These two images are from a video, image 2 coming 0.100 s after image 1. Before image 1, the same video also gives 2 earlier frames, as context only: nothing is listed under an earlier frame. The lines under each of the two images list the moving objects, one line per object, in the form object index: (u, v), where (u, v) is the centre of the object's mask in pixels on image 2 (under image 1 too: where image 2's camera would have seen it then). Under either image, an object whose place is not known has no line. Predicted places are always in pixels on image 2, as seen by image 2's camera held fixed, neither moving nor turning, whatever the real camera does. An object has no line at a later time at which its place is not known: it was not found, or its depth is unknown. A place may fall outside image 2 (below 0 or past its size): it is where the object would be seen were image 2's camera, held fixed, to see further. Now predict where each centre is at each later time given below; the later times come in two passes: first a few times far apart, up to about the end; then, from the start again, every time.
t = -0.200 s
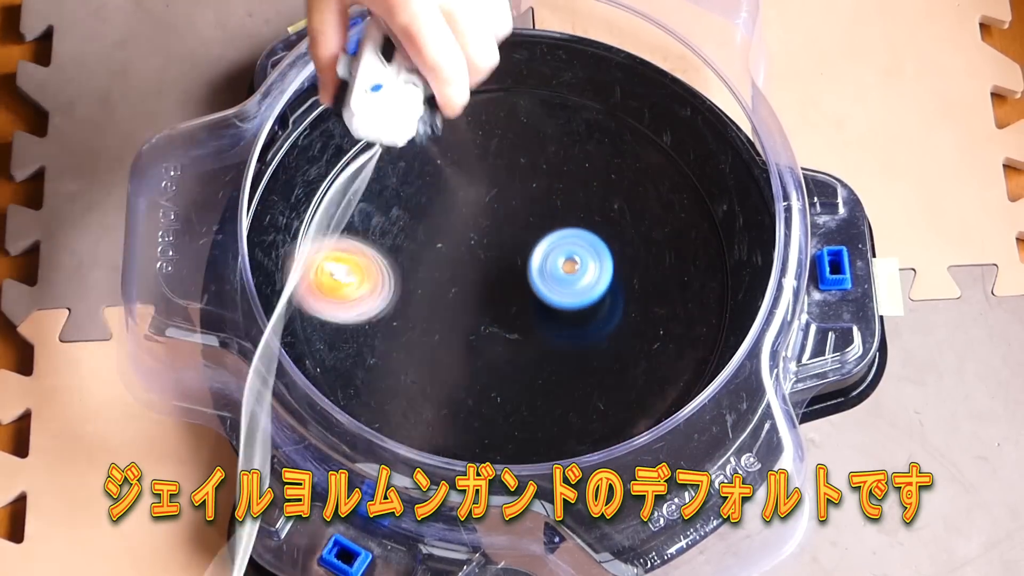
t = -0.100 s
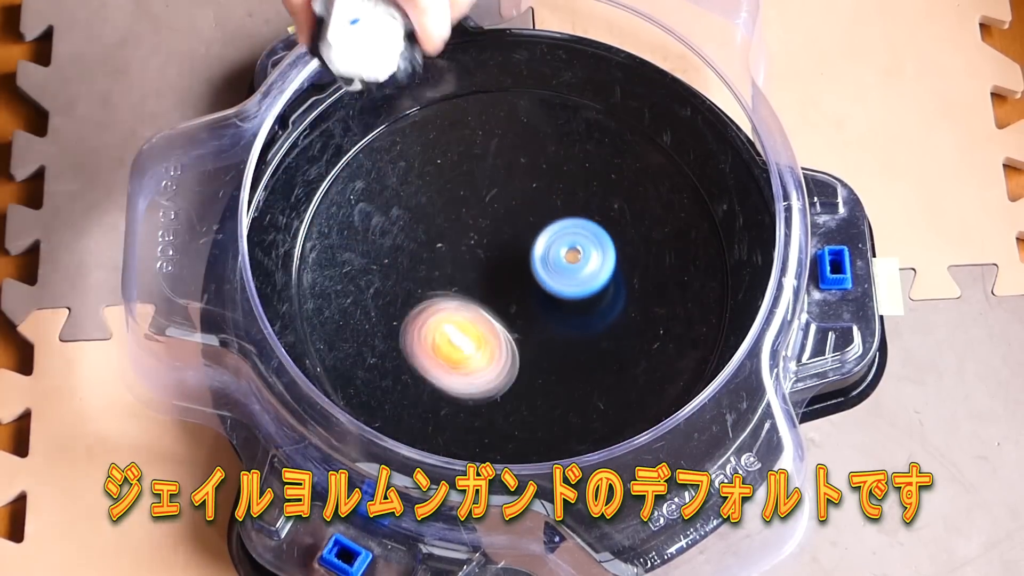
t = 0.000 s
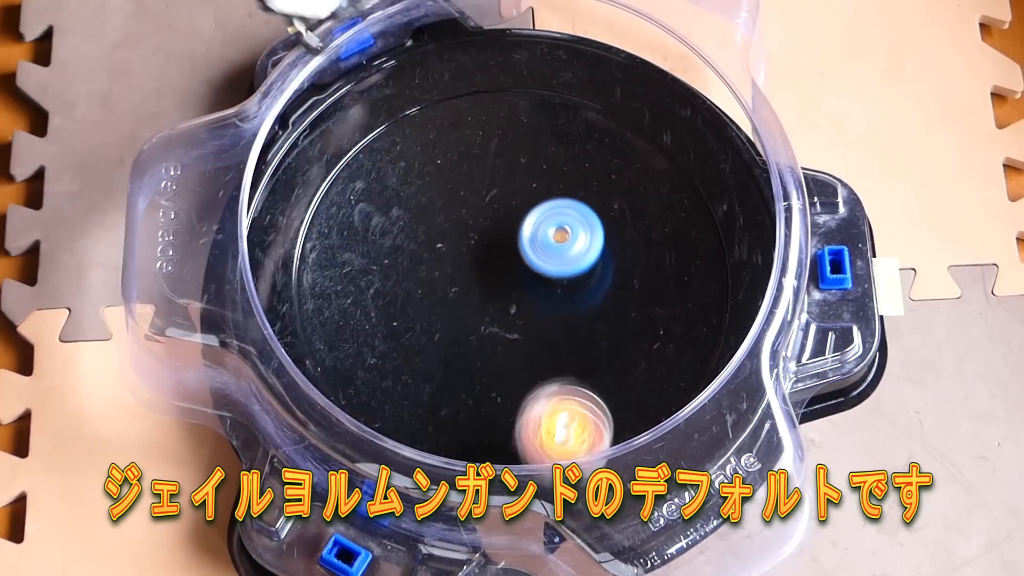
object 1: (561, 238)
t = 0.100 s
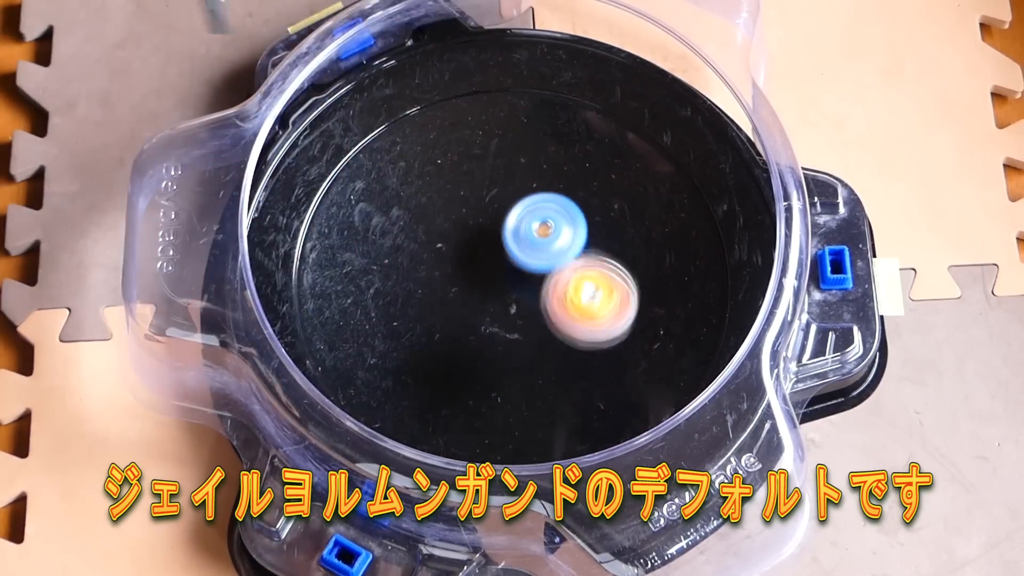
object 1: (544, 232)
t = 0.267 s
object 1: (416, 228)
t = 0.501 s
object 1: (327, 292)
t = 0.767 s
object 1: (482, 384)
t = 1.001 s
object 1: (614, 275)
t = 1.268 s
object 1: (526, 181)
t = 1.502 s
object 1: (538, 304)
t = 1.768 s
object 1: (525, 266)
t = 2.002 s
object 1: (485, 276)
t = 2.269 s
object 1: (517, 284)
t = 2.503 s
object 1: (515, 290)
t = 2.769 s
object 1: (532, 272)
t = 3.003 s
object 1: (528, 249)
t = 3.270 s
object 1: (437, 69)
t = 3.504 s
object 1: (402, 127)
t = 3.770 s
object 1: (429, 160)
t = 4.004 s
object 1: (467, 164)
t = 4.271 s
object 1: (506, 244)
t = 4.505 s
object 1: (592, 240)
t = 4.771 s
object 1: (637, 259)
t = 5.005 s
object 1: (636, 270)
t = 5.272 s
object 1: (604, 306)
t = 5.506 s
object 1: (554, 303)
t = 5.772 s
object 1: (416, 375)
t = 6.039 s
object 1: (429, 158)
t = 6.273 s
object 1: (585, 195)
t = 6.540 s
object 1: (626, 219)
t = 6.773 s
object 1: (610, 229)
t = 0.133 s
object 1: (533, 234)
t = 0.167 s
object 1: (525, 243)
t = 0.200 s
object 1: (489, 239)
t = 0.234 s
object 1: (451, 232)
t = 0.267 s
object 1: (416, 228)
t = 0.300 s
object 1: (388, 225)
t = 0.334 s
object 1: (365, 226)
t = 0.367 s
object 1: (347, 230)
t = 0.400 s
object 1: (334, 240)
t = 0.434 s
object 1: (327, 253)
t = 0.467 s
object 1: (324, 272)
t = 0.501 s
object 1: (327, 292)
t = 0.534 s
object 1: (335, 314)
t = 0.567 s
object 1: (348, 333)
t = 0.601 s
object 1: (365, 352)
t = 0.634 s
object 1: (384, 366)
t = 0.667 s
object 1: (408, 377)
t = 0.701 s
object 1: (431, 384)
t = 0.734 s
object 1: (457, 386)
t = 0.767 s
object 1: (482, 384)
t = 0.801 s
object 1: (505, 377)
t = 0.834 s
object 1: (526, 368)
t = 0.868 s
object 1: (549, 353)
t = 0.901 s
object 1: (573, 336)
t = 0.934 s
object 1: (592, 317)
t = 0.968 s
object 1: (606, 296)
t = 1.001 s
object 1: (614, 275)
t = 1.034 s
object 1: (616, 255)
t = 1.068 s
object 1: (614, 236)
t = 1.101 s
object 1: (607, 221)
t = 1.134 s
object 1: (596, 209)
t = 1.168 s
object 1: (582, 199)
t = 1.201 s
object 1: (566, 191)
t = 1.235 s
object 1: (546, 184)
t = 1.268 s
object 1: (526, 181)
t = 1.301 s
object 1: (461, 278)
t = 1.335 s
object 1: (528, 253)
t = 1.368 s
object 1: (531, 270)
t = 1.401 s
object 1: (501, 267)
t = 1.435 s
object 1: (553, 295)
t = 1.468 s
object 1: (486, 267)
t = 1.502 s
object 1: (538, 304)
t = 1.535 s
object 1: (487, 254)
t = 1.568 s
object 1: (513, 290)
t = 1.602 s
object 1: (503, 266)
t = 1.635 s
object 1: (540, 268)
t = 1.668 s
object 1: (496, 270)
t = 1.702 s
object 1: (552, 261)
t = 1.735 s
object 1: (487, 281)
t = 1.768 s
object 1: (525, 266)
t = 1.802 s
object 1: (505, 305)
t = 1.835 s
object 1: (496, 251)
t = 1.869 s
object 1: (542, 280)
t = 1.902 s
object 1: (493, 297)
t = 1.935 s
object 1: (487, 290)
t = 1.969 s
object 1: (484, 283)
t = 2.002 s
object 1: (485, 276)
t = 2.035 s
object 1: (489, 269)
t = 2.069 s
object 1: (495, 265)
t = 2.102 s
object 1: (503, 261)
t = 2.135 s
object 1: (510, 262)
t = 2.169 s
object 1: (513, 270)
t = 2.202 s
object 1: (515, 275)
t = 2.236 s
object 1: (516, 281)
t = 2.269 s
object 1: (517, 284)
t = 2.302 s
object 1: (517, 288)
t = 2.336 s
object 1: (518, 290)
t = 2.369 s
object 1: (517, 291)
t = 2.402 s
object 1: (517, 291)
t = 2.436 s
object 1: (516, 292)
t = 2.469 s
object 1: (516, 291)
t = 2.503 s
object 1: (515, 290)
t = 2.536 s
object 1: (515, 289)
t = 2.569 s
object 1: (514, 288)
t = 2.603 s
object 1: (515, 287)
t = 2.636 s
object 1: (514, 286)
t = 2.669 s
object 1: (516, 284)
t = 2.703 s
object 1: (522, 279)
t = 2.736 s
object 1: (528, 274)
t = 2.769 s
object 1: (532, 272)
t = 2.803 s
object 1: (535, 269)
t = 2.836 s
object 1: (537, 269)
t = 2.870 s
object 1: (538, 268)
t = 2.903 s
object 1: (537, 267)
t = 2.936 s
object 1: (536, 266)
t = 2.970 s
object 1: (535, 266)
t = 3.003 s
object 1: (528, 249)
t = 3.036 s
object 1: (511, 204)
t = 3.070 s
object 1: (495, 161)
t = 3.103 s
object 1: (482, 127)
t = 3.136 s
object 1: (470, 98)
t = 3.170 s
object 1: (461, 80)
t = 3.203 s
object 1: (452, 73)
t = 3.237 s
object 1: (444, 70)
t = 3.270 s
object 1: (437, 69)
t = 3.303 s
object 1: (430, 70)
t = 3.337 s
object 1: (425, 73)
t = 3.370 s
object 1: (420, 80)
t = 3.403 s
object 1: (414, 88)
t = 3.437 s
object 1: (408, 98)
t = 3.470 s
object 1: (404, 109)
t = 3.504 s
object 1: (402, 127)
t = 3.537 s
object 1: (403, 148)
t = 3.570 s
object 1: (407, 169)
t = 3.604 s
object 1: (414, 190)
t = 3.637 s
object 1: (423, 211)
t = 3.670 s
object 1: (432, 230)
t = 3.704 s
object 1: (431, 206)
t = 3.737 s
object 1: (429, 181)
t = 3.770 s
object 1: (429, 160)
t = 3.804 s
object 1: (434, 145)
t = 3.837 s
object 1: (439, 137)
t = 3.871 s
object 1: (444, 135)
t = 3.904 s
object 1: (450, 138)
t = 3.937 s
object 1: (455, 145)
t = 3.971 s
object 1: (462, 154)
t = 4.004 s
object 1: (467, 164)
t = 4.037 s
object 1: (473, 176)
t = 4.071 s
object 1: (478, 187)
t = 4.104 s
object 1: (483, 199)
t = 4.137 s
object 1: (488, 210)
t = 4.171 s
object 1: (492, 221)
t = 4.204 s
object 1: (496, 231)
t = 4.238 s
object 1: (499, 240)
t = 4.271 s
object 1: (506, 244)
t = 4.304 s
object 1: (529, 236)
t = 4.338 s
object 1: (553, 232)
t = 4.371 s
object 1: (568, 229)
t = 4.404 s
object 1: (581, 229)
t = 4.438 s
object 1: (589, 232)
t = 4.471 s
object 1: (592, 236)
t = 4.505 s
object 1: (592, 240)
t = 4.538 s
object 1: (589, 244)
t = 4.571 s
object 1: (585, 248)
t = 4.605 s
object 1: (579, 252)
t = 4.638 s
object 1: (572, 255)
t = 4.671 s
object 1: (566, 257)
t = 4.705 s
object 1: (584, 259)
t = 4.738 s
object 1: (614, 259)
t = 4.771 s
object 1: (637, 259)
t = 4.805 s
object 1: (652, 261)
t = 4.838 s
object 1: (660, 263)
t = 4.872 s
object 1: (660, 265)
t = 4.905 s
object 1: (657, 267)
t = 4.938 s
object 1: (652, 268)
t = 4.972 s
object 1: (645, 269)
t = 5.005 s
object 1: (636, 270)
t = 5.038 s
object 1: (627, 270)
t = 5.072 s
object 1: (616, 271)
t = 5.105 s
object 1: (604, 271)
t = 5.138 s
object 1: (595, 271)
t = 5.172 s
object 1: (600, 280)
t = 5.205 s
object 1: (606, 290)
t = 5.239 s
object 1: (607, 300)
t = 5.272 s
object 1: (604, 306)
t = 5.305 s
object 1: (599, 309)
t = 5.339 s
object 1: (592, 310)
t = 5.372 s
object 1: (585, 310)
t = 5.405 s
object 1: (577, 309)
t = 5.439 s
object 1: (569, 306)
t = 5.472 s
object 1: (561, 302)
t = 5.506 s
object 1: (554, 303)
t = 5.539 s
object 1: (541, 310)
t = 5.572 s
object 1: (511, 328)
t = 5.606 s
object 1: (481, 354)
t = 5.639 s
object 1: (452, 386)
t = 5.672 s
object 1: (424, 419)
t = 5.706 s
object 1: (416, 411)
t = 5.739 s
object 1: (414, 390)
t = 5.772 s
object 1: (416, 375)
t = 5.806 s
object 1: (422, 354)
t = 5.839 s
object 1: (425, 333)
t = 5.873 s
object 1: (412, 293)
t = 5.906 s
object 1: (399, 253)
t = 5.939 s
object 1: (391, 214)
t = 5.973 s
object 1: (388, 179)
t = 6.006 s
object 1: (406, 165)
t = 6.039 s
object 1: (429, 158)
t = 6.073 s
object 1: (453, 154)
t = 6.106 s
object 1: (477, 155)
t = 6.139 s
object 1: (503, 160)
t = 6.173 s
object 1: (527, 166)
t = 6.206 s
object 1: (548, 177)
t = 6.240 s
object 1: (568, 187)
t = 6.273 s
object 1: (585, 195)
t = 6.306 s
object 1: (605, 199)
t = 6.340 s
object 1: (620, 204)
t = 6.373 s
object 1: (629, 207)
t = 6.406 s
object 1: (633, 211)
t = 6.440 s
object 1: (634, 214)
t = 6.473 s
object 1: (633, 215)
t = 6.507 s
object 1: (629, 217)
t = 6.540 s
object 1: (626, 219)
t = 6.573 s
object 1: (622, 221)
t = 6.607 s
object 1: (620, 223)
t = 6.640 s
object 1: (617, 225)
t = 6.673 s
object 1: (615, 226)
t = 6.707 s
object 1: (613, 227)
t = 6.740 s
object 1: (611, 228)
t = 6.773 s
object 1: (610, 229)
